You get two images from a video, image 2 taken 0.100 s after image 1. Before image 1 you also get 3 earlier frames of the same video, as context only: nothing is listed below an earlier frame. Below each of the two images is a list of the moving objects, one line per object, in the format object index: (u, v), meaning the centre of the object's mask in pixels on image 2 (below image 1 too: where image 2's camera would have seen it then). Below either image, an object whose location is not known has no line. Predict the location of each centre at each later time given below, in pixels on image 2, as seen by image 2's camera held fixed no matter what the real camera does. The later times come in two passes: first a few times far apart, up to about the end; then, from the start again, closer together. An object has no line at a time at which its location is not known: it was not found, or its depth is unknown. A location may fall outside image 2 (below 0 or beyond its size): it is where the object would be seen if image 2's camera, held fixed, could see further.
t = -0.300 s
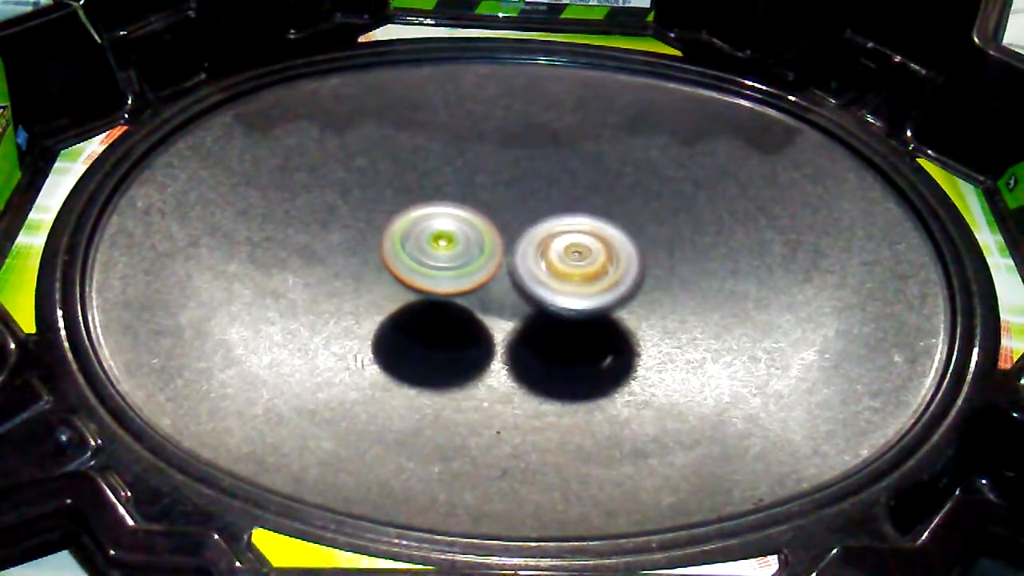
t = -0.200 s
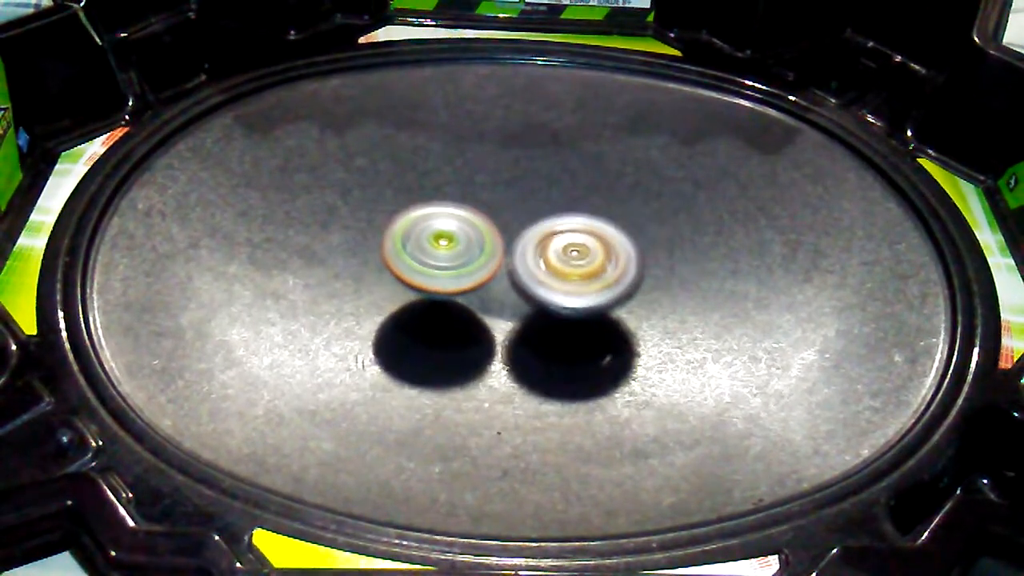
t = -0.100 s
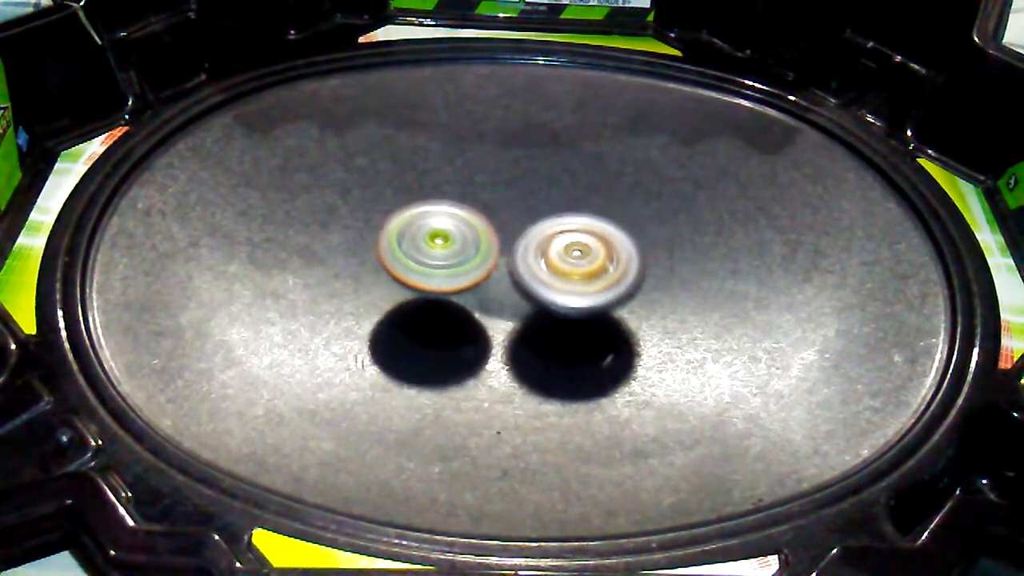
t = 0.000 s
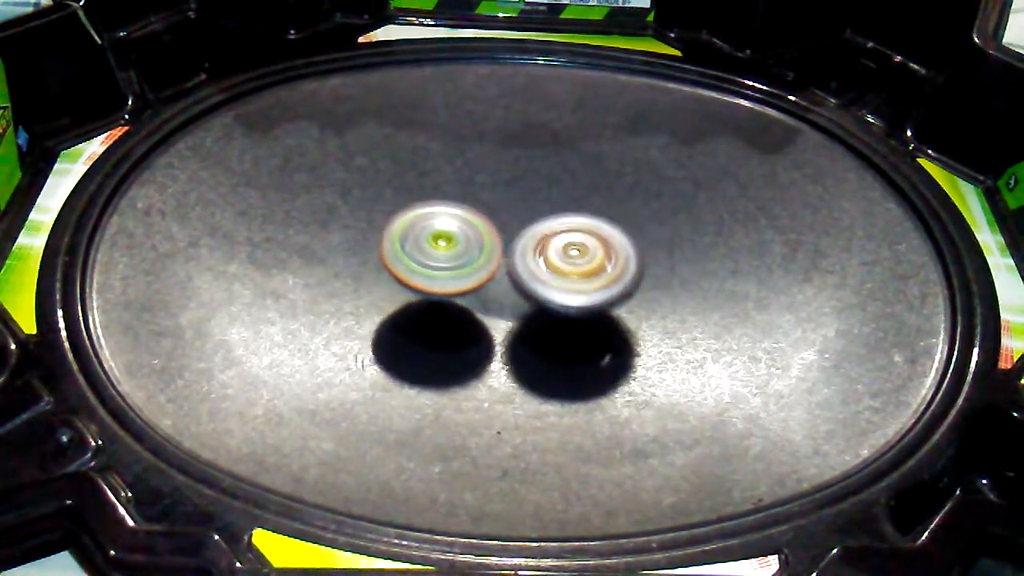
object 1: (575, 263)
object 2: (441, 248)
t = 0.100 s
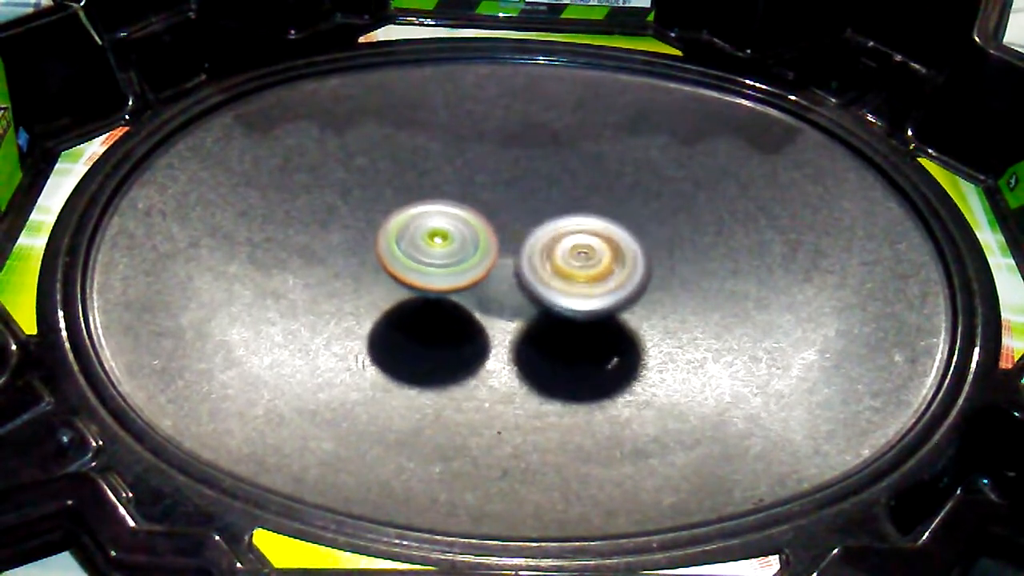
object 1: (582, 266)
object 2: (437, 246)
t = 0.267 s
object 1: (582, 264)
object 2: (433, 246)
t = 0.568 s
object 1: (575, 263)
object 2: (442, 249)
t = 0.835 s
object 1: (574, 263)
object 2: (434, 253)
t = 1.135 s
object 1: (583, 265)
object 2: (432, 247)
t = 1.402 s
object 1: (574, 261)
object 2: (444, 247)
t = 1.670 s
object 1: (575, 265)
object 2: (440, 245)
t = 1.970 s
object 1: (576, 264)
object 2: (444, 251)
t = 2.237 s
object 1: (584, 263)
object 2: (436, 251)
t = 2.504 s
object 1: (576, 263)
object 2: (447, 251)
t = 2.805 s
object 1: (571, 264)
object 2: (437, 248)
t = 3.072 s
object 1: (567, 266)
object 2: (438, 250)
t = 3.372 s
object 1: (573, 267)
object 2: (437, 251)
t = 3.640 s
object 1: (576, 266)
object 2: (445, 252)
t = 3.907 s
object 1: (581, 264)
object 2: (445, 247)
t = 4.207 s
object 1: (582, 261)
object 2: (438, 244)
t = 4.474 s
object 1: (583, 261)
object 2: (438, 247)
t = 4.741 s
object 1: (582, 257)
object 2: (442, 254)
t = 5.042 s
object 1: (581, 255)
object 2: (450, 254)
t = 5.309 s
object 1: (586, 255)
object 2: (439, 247)
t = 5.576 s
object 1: (576, 253)
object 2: (442, 245)
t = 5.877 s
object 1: (581, 258)
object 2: (432, 244)
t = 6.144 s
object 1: (574, 259)
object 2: (438, 248)
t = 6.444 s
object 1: (582, 260)
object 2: (431, 251)
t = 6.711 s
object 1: (574, 257)
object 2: (445, 257)
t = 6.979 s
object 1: (588, 259)
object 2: (436, 254)
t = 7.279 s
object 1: (578, 255)
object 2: (451, 259)
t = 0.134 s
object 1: (582, 266)
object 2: (435, 245)
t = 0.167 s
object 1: (582, 265)
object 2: (433, 245)
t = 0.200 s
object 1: (583, 265)
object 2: (432, 245)
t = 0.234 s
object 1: (583, 264)
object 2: (432, 245)
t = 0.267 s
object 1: (582, 264)
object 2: (433, 246)
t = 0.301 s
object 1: (581, 263)
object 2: (436, 246)
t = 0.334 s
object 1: (579, 262)
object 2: (438, 247)
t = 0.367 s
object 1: (578, 262)
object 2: (442, 248)
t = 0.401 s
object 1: (576, 262)
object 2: (445, 249)
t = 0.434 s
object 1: (577, 263)
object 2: (444, 248)
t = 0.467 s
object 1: (578, 264)
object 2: (443, 248)
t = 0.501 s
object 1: (577, 264)
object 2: (442, 248)
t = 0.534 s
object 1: (576, 264)
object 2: (442, 249)
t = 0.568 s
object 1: (575, 263)
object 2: (442, 249)
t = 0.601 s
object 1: (575, 263)
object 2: (443, 250)
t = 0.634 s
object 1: (577, 264)
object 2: (439, 249)
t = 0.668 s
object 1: (577, 265)
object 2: (436, 250)
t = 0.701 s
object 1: (577, 264)
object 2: (434, 250)
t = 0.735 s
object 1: (576, 263)
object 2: (433, 250)
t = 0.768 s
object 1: (575, 262)
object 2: (432, 251)
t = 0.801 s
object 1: (575, 263)
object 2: (433, 252)
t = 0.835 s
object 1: (574, 263)
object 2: (434, 253)
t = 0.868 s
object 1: (572, 263)
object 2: (437, 254)
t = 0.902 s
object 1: (572, 263)
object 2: (440, 255)
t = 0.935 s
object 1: (574, 265)
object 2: (441, 253)
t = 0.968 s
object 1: (575, 265)
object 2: (443, 252)
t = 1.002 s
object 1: (576, 265)
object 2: (441, 250)
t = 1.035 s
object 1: (578, 265)
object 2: (438, 249)
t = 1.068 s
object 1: (580, 265)
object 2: (436, 249)
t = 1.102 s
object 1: (582, 265)
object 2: (434, 248)
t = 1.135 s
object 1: (583, 265)
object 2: (432, 247)
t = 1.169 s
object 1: (583, 264)
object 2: (432, 246)
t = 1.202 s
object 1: (583, 264)
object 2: (432, 246)
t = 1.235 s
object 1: (582, 263)
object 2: (432, 246)
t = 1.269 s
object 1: (581, 263)
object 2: (433, 246)
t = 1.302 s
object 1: (580, 263)
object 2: (435, 246)
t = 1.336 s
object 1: (578, 262)
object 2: (438, 246)
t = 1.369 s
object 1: (576, 262)
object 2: (441, 246)
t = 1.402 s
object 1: (574, 261)
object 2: (444, 247)
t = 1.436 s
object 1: (577, 263)
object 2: (442, 245)
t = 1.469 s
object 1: (578, 264)
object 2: (441, 244)
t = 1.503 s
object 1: (576, 263)
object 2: (440, 244)
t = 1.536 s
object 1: (574, 263)
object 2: (440, 244)
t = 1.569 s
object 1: (573, 263)
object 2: (440, 244)
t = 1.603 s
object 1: (572, 263)
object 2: (441, 245)
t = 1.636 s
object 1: (572, 263)
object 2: (442, 245)
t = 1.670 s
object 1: (575, 265)
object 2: (440, 245)
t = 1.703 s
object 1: (575, 264)
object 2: (439, 245)
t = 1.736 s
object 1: (575, 264)
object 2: (438, 245)
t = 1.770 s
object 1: (575, 264)
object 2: (438, 246)
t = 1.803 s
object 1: (575, 264)
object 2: (439, 247)
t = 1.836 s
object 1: (574, 263)
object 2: (442, 248)
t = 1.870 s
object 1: (574, 263)
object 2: (444, 249)
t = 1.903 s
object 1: (575, 264)
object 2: (445, 250)
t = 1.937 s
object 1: (576, 264)
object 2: (444, 250)
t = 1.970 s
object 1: (576, 264)
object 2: (444, 251)
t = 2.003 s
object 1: (576, 264)
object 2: (444, 252)
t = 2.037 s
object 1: (576, 263)
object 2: (446, 252)
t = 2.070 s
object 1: (578, 264)
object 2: (446, 251)
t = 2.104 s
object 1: (580, 265)
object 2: (444, 250)
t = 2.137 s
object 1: (581, 264)
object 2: (441, 250)
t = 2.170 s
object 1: (583, 264)
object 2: (438, 250)
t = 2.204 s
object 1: (583, 264)
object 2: (437, 251)
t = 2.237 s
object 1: (584, 263)
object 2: (436, 251)
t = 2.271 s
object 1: (583, 263)
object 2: (436, 252)
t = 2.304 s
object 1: (582, 263)
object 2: (436, 252)
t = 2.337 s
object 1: (581, 262)
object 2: (437, 253)
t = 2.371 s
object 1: (579, 262)
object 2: (439, 254)
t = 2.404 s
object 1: (578, 262)
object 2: (442, 254)
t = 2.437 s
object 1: (576, 261)
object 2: (446, 253)
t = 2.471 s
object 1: (577, 263)
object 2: (447, 252)
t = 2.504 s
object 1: (576, 263)
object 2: (447, 251)
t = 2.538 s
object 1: (577, 263)
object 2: (446, 250)
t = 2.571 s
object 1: (575, 262)
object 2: (444, 250)
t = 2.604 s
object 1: (574, 262)
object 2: (442, 249)
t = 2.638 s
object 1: (574, 262)
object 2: (440, 248)
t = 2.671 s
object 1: (572, 262)
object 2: (440, 248)
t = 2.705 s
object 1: (572, 263)
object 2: (440, 248)
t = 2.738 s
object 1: (570, 262)
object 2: (441, 249)
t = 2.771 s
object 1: (571, 263)
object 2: (440, 248)
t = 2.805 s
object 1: (571, 264)
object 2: (437, 248)
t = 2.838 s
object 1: (571, 265)
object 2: (435, 248)
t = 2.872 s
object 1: (570, 265)
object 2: (434, 247)
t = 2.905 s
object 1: (570, 265)
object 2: (434, 247)
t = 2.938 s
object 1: (569, 265)
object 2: (434, 248)
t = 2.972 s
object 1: (568, 265)
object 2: (435, 249)
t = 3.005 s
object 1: (568, 265)
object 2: (437, 249)
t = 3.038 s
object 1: (568, 265)
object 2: (438, 249)
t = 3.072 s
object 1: (567, 266)
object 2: (438, 250)
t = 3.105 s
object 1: (567, 266)
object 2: (438, 250)
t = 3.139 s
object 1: (568, 266)
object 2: (439, 250)
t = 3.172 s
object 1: (568, 266)
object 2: (439, 250)
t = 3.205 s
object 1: (570, 268)
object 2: (437, 250)
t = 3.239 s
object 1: (570, 268)
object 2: (435, 250)
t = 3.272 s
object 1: (571, 267)
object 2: (435, 250)
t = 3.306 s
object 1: (572, 267)
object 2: (435, 251)
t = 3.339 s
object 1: (573, 267)
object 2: (435, 251)
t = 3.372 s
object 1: (573, 267)
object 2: (437, 251)
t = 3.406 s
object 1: (573, 267)
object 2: (439, 252)
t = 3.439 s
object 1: (573, 267)
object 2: (443, 253)
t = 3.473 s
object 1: (574, 267)
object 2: (443, 252)
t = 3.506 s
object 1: (576, 268)
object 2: (443, 251)
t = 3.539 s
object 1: (576, 267)
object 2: (442, 252)
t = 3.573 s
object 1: (576, 266)
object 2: (442, 252)
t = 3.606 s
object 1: (576, 266)
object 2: (444, 253)
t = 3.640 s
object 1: (576, 266)
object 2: (445, 252)
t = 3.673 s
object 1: (577, 265)
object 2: (447, 252)
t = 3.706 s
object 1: (579, 266)
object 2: (447, 250)
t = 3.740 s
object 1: (579, 265)
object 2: (448, 250)
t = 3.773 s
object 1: (578, 264)
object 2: (447, 249)
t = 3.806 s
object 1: (578, 264)
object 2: (448, 249)
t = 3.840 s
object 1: (578, 263)
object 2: (448, 249)
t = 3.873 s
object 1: (577, 263)
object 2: (449, 249)
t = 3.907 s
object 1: (581, 264)
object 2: (445, 247)
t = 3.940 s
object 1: (583, 266)
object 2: (443, 245)
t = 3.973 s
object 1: (583, 265)
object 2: (441, 245)
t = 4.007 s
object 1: (585, 263)
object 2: (439, 245)
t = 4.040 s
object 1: (586, 263)
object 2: (437, 244)
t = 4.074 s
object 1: (586, 263)
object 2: (436, 244)
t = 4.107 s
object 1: (585, 262)
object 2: (436, 244)
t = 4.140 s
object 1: (585, 262)
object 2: (436, 244)
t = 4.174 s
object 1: (583, 262)
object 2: (436, 244)
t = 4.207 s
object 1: (582, 261)
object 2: (438, 244)
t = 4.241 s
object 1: (580, 261)
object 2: (440, 245)
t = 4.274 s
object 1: (578, 261)
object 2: (442, 246)
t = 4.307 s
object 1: (576, 260)
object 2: (445, 247)
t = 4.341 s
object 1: (575, 259)
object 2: (447, 248)
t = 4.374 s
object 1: (577, 260)
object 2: (446, 247)
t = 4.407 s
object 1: (583, 262)
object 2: (441, 246)
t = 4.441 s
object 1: (583, 262)
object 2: (440, 246)
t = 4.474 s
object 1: (583, 261)
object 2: (438, 247)
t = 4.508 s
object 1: (584, 260)
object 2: (437, 247)
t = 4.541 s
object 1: (585, 260)
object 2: (436, 248)
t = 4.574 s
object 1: (584, 259)
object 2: (435, 249)
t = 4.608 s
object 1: (585, 258)
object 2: (435, 250)
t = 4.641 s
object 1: (585, 258)
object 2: (436, 251)
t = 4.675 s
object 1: (584, 258)
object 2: (438, 252)
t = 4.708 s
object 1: (584, 257)
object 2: (440, 254)
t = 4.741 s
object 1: (582, 257)
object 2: (442, 254)
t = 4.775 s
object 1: (581, 257)
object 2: (446, 255)
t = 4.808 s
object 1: (579, 257)
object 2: (449, 256)
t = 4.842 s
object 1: (580, 256)
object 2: (450, 256)
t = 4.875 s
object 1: (585, 257)
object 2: (449, 253)
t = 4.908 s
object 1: (583, 258)
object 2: (450, 254)
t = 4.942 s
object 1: (583, 256)
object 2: (449, 254)
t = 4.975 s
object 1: (583, 255)
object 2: (449, 254)
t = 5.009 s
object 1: (584, 255)
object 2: (450, 255)
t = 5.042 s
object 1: (581, 255)
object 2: (450, 254)
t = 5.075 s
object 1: (581, 255)
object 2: (452, 253)
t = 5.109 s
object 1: (581, 254)
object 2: (452, 253)
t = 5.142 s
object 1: (581, 254)
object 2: (453, 252)
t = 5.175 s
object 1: (585, 256)
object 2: (448, 250)
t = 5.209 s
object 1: (586, 257)
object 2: (446, 248)
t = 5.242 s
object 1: (584, 256)
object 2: (445, 248)
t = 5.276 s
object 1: (585, 254)
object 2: (441, 248)
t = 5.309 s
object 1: (586, 255)
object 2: (439, 247)
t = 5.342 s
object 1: (585, 254)
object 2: (438, 247)
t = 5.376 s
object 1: (584, 254)
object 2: (437, 246)
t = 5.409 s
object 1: (584, 254)
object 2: (437, 246)
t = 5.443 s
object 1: (583, 254)
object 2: (436, 245)
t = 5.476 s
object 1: (581, 254)
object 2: (437, 245)
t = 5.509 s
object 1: (580, 253)
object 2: (438, 245)
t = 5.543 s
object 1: (578, 253)
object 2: (440, 245)
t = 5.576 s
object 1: (576, 253)
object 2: (442, 245)
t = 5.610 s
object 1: (574, 253)
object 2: (444, 246)
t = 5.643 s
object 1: (576, 254)
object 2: (444, 245)
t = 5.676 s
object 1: (575, 255)
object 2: (446, 245)
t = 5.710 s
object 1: (574, 254)
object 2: (445, 246)
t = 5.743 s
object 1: (578, 256)
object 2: (439, 244)
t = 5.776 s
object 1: (579, 258)
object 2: (438, 244)
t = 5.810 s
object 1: (578, 257)
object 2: (436, 245)
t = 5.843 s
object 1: (580, 257)
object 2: (433, 245)
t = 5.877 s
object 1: (581, 258)
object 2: (432, 244)
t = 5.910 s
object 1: (581, 258)
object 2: (431, 245)
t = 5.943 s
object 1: (580, 258)
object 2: (430, 245)
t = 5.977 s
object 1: (581, 258)
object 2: (431, 245)
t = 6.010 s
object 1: (580, 259)
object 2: (431, 245)
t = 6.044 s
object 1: (578, 259)
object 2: (432, 246)
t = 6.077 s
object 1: (576, 259)
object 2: (434, 246)
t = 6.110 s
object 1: (575, 259)
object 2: (436, 247)
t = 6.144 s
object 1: (574, 259)
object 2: (438, 248)
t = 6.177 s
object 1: (572, 259)
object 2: (441, 249)
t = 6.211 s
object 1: (573, 258)
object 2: (440, 250)
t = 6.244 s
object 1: (581, 260)
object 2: (434, 246)
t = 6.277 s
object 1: (583, 263)
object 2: (434, 246)
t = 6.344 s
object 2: (431, 249)
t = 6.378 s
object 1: (581, 259)
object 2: (431, 249)
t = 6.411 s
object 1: (582, 259)
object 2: (431, 250)
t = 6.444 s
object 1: (582, 260)
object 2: (431, 251)
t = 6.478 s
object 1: (580, 259)
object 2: (430, 251)
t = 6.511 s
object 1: (580, 258)
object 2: (433, 251)
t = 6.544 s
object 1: (579, 258)
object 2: (434, 253)
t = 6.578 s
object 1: (578, 259)
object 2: (435, 254)
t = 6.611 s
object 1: (576, 258)
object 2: (437, 254)
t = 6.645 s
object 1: (576, 257)
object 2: (439, 256)
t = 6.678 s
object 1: (575, 257)
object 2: (442, 256)
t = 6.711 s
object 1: (574, 257)
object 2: (445, 257)
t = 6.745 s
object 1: (576, 257)
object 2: (443, 257)
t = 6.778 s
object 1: (585, 260)
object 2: (435, 254)
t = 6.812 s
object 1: (587, 262)
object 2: (435, 252)
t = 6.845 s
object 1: (586, 261)
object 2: (436, 253)
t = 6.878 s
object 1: (586, 260)
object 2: (435, 254)
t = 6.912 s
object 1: (587, 258)
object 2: (436, 254)
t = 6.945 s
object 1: (588, 258)
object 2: (436, 254)
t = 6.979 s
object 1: (588, 259)
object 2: (436, 254)
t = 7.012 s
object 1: (587, 259)
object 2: (436, 255)
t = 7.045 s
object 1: (586, 259)
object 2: (436, 255)
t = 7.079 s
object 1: (585, 258)
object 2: (436, 254)
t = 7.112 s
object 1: (584, 258)
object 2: (438, 255)
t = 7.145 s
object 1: (582, 258)
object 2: (439, 255)
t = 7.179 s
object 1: (581, 257)
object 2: (441, 256)
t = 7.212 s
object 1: (578, 256)
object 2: (444, 257)
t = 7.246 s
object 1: (579, 255)
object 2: (447, 256)
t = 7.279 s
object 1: (578, 255)
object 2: (451, 259)
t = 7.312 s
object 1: (585, 255)
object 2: (448, 258)
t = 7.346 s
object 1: (592, 258)
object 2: (444, 256)
